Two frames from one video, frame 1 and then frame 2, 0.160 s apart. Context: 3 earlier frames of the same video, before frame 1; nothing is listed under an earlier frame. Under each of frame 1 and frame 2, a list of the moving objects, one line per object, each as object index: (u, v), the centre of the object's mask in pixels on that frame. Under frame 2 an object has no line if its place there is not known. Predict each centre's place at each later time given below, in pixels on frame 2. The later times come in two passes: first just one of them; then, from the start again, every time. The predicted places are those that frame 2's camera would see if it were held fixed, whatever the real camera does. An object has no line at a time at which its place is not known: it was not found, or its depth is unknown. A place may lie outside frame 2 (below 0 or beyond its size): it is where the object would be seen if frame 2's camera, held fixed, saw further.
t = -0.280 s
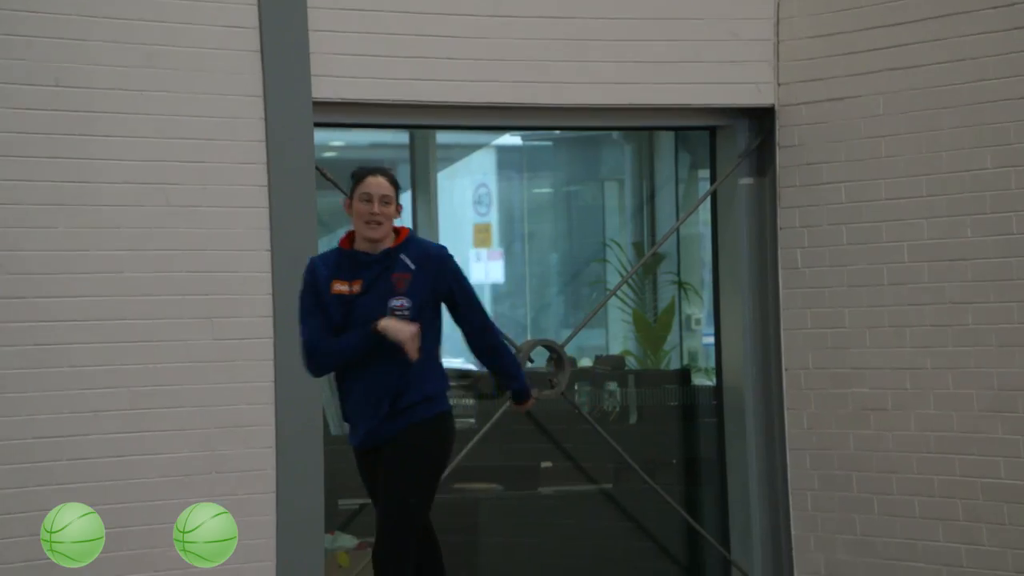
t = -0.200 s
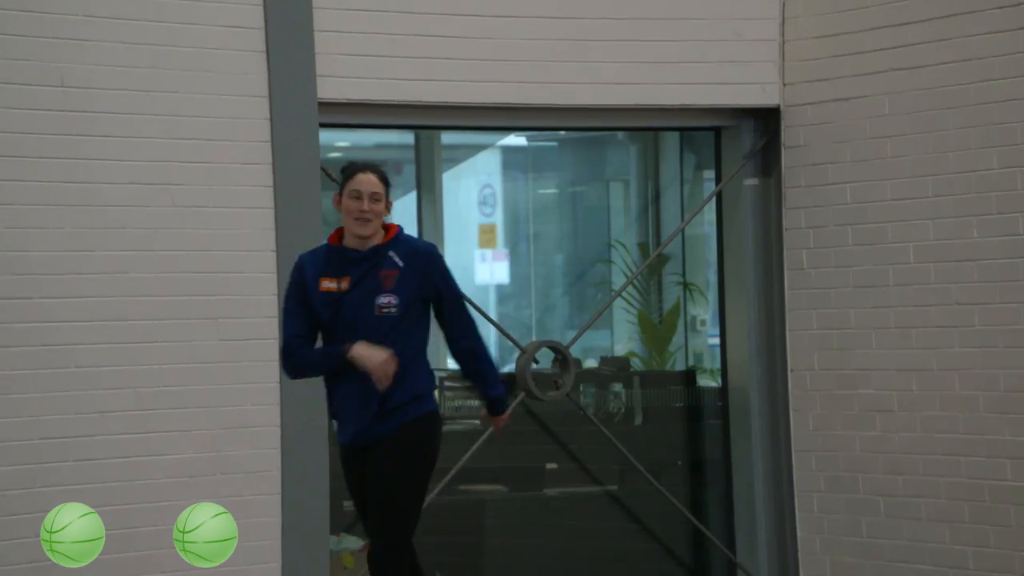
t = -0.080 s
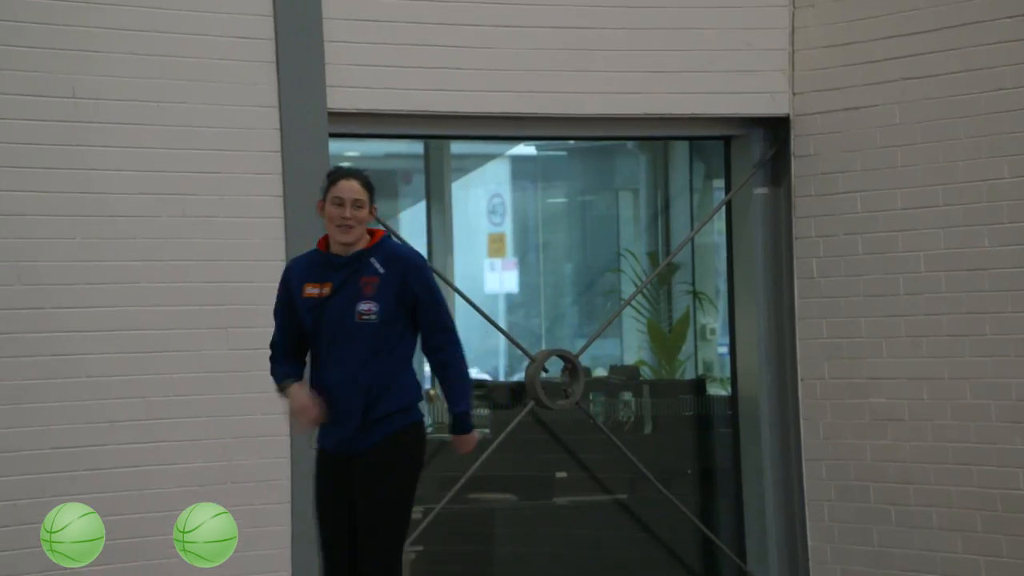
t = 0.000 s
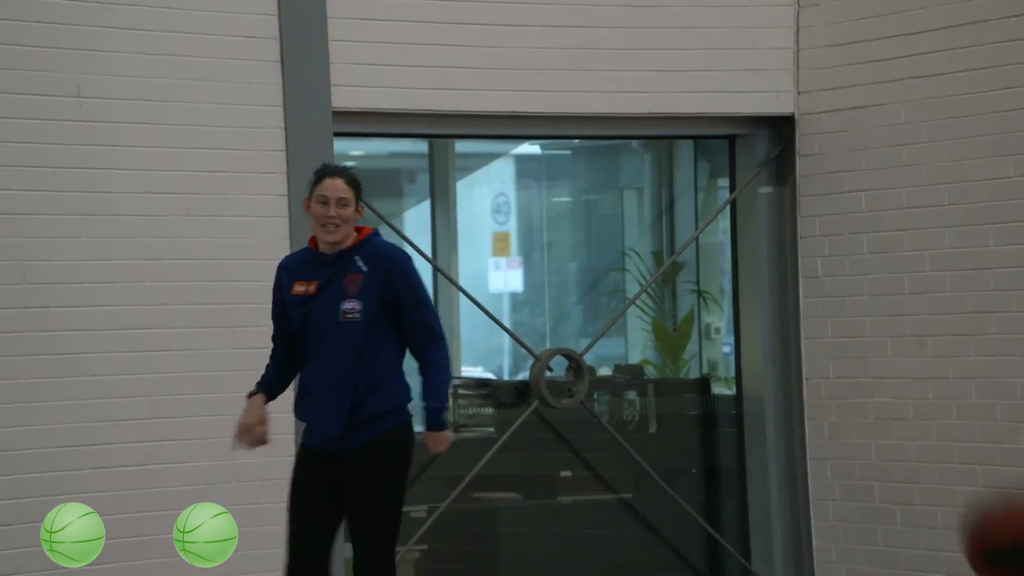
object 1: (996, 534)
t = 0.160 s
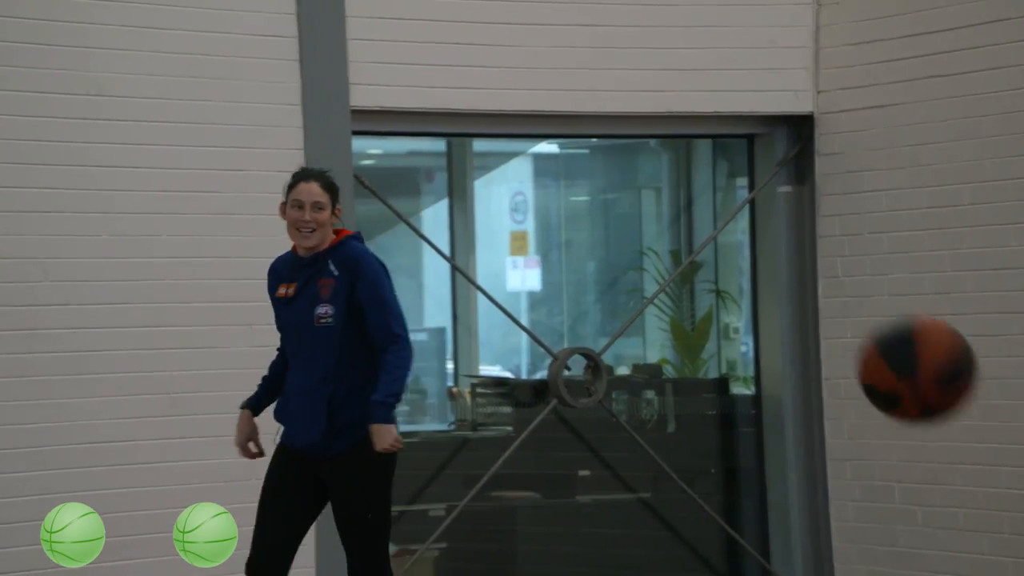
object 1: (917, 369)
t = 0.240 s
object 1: (858, 327)
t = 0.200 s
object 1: (887, 344)
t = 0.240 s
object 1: (858, 327)
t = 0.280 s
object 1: (829, 317)
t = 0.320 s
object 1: (803, 313)
